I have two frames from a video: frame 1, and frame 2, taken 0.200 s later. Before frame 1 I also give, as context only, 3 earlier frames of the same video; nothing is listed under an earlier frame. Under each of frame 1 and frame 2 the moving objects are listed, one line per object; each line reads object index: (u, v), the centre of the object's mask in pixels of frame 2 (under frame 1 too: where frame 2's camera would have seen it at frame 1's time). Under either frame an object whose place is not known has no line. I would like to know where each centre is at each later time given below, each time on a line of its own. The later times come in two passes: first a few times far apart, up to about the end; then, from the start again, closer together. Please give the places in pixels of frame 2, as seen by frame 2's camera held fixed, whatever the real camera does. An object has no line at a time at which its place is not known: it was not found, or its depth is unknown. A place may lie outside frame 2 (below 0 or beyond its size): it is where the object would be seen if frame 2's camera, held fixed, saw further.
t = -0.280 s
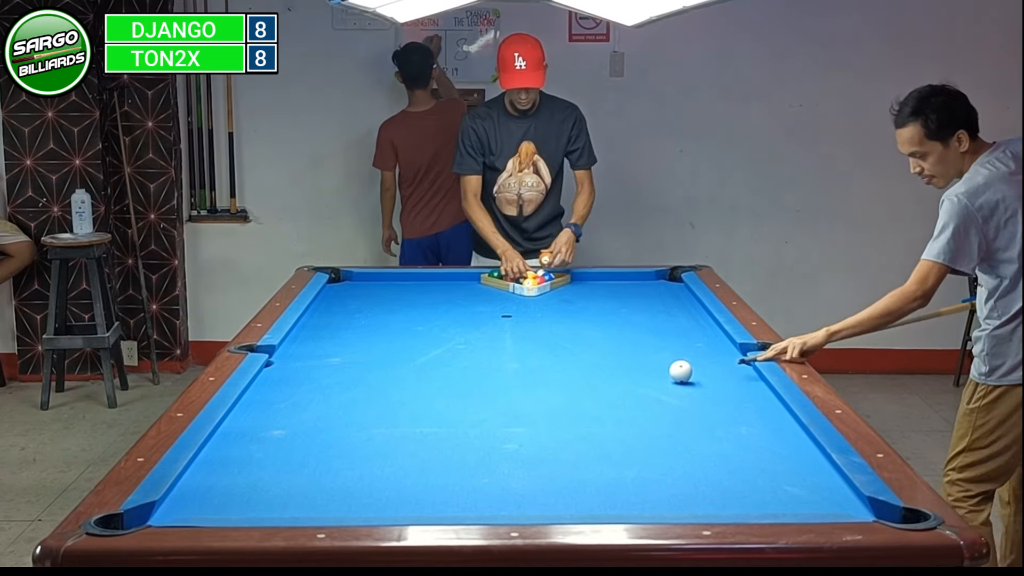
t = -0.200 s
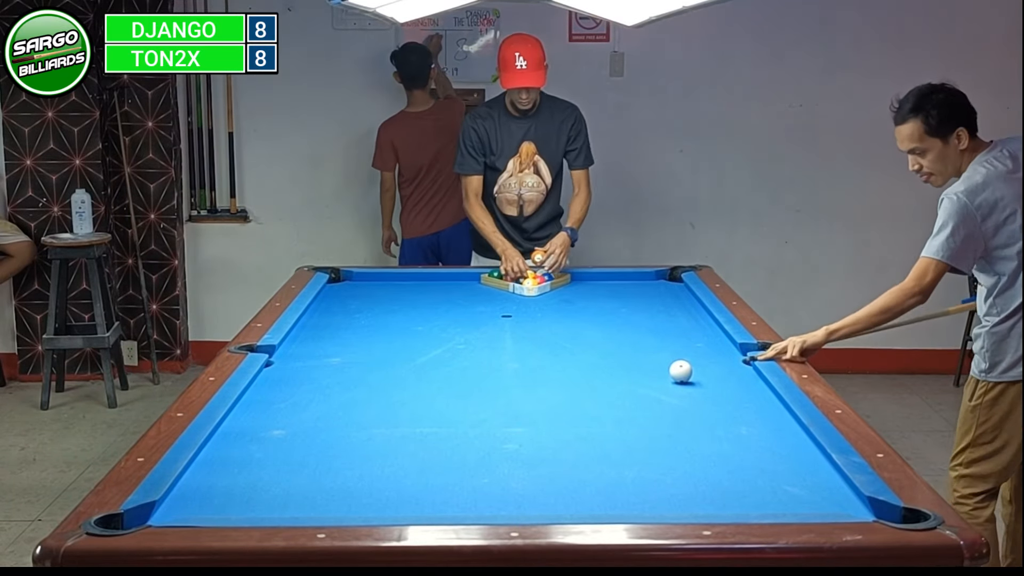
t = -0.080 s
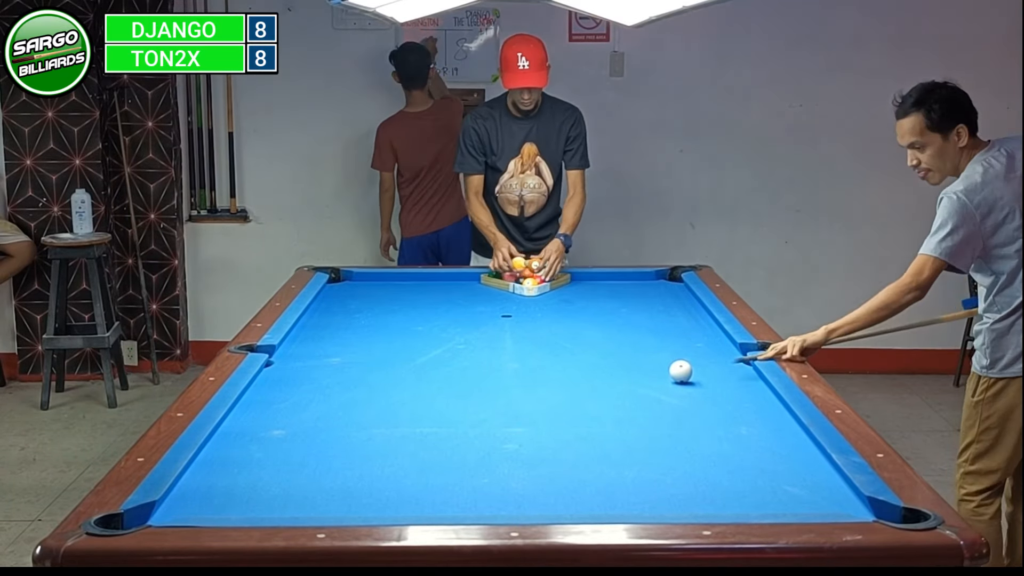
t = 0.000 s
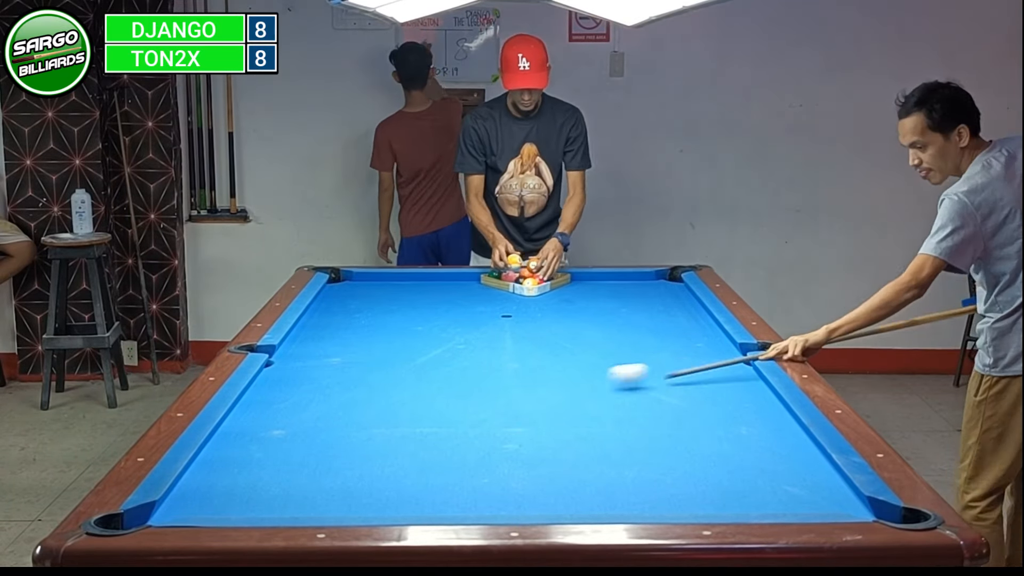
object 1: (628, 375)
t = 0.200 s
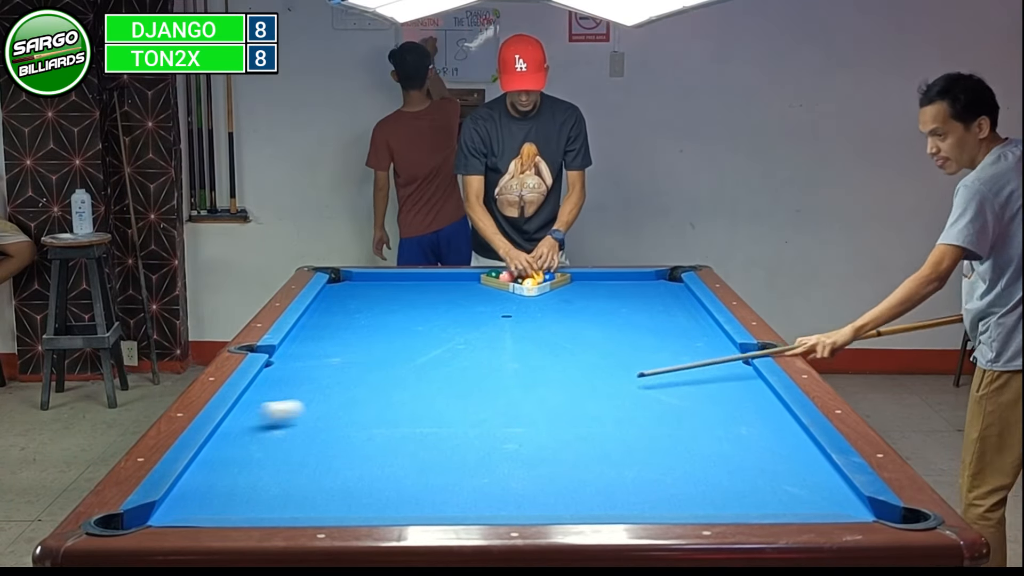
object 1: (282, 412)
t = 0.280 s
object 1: (295, 419)
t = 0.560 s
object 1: (582, 450)
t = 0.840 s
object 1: (796, 474)
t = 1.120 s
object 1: (640, 479)
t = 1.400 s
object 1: (517, 483)
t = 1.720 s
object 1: (371, 488)
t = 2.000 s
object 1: (242, 493)
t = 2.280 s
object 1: (215, 496)
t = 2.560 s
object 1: (270, 498)
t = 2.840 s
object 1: (326, 499)
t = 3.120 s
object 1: (376, 500)
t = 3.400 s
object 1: (426, 502)
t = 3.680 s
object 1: (473, 502)
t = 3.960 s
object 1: (513, 503)
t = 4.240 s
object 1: (553, 504)
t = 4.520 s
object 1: (589, 505)
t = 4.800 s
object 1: (620, 505)
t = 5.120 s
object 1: (652, 505)
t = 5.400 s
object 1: (676, 506)
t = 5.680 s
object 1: (695, 506)
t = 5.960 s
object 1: (709, 506)
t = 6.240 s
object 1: (719, 506)
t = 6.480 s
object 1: (723, 505)
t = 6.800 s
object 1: (726, 505)
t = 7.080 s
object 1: (726, 505)
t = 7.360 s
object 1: (726, 505)
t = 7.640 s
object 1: (726, 505)
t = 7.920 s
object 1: (726, 505)
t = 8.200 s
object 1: (726, 505)
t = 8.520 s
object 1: (726, 505)
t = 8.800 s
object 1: (726, 505)
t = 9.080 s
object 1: (726, 505)
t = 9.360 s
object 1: (726, 505)
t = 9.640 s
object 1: (726, 505)
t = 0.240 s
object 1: (241, 416)
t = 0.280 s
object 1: (295, 419)
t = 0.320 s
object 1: (333, 425)
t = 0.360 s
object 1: (388, 431)
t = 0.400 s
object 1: (425, 434)
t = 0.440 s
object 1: (460, 438)
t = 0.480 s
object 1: (514, 443)
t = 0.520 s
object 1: (548, 447)
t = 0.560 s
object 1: (582, 450)
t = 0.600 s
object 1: (633, 454)
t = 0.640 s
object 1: (667, 457)
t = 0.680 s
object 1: (720, 462)
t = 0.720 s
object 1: (755, 465)
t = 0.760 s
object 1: (791, 468)
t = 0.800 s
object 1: (820, 473)
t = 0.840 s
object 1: (796, 474)
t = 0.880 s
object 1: (773, 474)
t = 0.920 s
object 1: (741, 475)
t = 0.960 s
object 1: (722, 475)
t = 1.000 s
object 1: (695, 476)
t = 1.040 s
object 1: (679, 477)
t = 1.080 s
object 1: (664, 478)
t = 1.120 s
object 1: (640, 479)
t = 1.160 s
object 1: (625, 479)
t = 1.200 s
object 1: (609, 479)
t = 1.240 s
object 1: (586, 480)
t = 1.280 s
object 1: (570, 481)
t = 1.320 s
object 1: (547, 482)
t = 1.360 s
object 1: (532, 482)
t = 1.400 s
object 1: (517, 483)
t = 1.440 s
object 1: (494, 484)
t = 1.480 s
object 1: (478, 484)
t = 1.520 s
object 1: (462, 485)
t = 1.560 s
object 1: (439, 486)
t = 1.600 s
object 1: (424, 487)
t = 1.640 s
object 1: (401, 488)
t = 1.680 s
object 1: (386, 488)
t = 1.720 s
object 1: (371, 488)
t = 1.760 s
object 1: (348, 489)
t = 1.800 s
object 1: (333, 490)
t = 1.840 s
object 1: (317, 490)
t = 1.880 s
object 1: (295, 491)
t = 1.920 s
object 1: (280, 491)
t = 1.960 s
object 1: (257, 493)
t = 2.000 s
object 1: (242, 493)
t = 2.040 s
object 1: (227, 494)
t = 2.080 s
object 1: (205, 494)
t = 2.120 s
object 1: (190, 495)
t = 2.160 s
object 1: (183, 495)
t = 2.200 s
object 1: (197, 496)
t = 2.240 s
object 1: (204, 496)
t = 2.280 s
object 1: (215, 496)
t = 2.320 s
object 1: (222, 496)
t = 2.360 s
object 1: (229, 497)
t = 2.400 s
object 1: (240, 497)
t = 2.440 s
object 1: (247, 497)
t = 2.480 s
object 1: (254, 497)
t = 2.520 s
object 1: (264, 498)
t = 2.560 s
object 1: (270, 498)
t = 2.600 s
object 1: (281, 498)
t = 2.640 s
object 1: (288, 498)
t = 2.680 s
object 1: (294, 499)
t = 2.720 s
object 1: (304, 499)
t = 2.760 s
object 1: (311, 499)
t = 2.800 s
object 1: (317, 499)
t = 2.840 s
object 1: (326, 499)
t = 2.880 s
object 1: (333, 500)
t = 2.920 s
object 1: (342, 500)
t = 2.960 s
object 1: (349, 500)
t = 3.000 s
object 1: (355, 500)
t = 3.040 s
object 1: (364, 500)
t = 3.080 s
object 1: (370, 500)
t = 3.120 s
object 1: (376, 500)
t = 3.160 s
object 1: (386, 501)
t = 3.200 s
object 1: (391, 501)
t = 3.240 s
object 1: (401, 501)
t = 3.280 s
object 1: (406, 501)
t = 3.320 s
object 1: (412, 501)
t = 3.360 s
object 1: (421, 501)
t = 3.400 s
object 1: (426, 502)
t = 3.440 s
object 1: (432, 502)
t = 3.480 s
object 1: (440, 502)
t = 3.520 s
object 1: (446, 502)
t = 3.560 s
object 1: (454, 502)
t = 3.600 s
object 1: (460, 502)
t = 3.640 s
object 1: (465, 502)
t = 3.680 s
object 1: (473, 502)
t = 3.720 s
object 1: (478, 502)
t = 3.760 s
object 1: (483, 503)
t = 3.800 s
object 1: (491, 503)
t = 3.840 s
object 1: (496, 503)
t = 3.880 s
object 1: (504, 503)
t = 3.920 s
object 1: (508, 503)
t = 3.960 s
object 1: (513, 503)
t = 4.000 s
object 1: (521, 503)
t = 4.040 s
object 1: (525, 503)
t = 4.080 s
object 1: (530, 503)
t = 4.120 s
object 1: (537, 504)
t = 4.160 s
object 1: (542, 504)
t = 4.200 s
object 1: (549, 504)
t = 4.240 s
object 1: (553, 504)
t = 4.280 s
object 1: (558, 504)
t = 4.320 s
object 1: (564, 504)
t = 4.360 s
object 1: (569, 504)
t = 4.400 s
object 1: (573, 504)
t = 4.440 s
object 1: (579, 504)
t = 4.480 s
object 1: (583, 505)
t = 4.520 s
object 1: (589, 505)
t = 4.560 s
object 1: (594, 505)
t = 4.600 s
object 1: (597, 505)
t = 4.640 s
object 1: (603, 505)
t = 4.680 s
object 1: (607, 505)
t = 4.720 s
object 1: (611, 505)
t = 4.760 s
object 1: (616, 505)
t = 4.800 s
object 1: (620, 505)
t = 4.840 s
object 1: (625, 505)
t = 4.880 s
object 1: (629, 505)
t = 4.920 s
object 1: (632, 505)
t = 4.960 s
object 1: (637, 505)
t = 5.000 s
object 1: (640, 505)
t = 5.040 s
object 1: (644, 505)
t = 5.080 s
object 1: (649, 505)
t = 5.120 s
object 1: (652, 505)
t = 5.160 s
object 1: (656, 506)
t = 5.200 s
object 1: (659, 506)
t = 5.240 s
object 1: (662, 506)
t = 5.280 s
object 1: (666, 506)
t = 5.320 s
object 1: (669, 506)
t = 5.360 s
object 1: (672, 506)
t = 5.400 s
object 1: (676, 506)
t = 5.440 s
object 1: (679, 506)
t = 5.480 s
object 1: (682, 506)
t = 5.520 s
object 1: (685, 506)
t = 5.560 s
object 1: (687, 506)
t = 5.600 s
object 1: (691, 506)
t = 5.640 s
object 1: (693, 506)
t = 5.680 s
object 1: (695, 506)
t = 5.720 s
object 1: (698, 506)
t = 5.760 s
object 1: (700, 506)
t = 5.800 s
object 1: (702, 506)
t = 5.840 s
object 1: (704, 506)
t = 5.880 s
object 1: (705, 506)
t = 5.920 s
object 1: (707, 506)
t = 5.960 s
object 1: (709, 506)
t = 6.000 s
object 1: (710, 506)
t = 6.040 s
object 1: (712, 506)
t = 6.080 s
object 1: (713, 506)
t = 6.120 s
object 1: (715, 506)
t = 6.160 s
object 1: (716, 506)
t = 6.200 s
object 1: (717, 506)
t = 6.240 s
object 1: (719, 506)
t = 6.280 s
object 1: (719, 506)
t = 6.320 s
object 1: (720, 505)
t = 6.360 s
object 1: (721, 505)
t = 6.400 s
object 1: (722, 505)
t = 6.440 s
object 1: (723, 505)
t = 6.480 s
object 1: (723, 505)
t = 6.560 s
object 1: (725, 505)
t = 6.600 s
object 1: (725, 505)
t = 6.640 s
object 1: (725, 505)
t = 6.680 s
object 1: (726, 505)
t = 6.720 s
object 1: (726, 505)
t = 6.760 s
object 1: (726, 505)
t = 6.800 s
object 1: (726, 505)
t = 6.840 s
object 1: (726, 505)
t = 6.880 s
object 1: (726, 505)
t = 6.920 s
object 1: (726, 505)
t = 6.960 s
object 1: (726, 505)
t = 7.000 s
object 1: (726, 505)
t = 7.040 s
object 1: (726, 505)
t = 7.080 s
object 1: (726, 505)
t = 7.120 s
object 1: (726, 505)
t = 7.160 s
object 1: (726, 505)
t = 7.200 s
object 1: (726, 505)
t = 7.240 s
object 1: (726, 505)
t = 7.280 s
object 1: (726, 505)
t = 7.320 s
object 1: (726, 505)
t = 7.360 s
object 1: (726, 505)
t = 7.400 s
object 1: (725, 505)
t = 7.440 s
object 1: (726, 505)
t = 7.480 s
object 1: (726, 505)
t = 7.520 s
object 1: (726, 505)
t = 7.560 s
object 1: (726, 505)
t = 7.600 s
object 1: (726, 505)
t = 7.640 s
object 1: (726, 505)
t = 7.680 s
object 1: (726, 505)
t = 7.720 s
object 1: (726, 505)
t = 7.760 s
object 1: (726, 505)
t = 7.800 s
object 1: (726, 505)
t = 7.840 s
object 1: (726, 505)
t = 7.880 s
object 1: (726, 505)
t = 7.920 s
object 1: (726, 505)
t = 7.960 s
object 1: (726, 505)
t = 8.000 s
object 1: (725, 505)
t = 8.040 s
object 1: (726, 505)
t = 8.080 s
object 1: (726, 505)
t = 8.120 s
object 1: (725, 505)
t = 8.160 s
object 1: (726, 505)
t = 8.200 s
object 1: (726, 505)
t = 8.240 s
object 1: (726, 505)
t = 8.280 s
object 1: (726, 505)
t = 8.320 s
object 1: (726, 505)
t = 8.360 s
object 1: (726, 505)
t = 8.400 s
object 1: (726, 505)
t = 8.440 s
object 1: (726, 505)
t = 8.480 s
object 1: (726, 505)
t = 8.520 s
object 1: (726, 505)
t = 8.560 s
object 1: (726, 505)
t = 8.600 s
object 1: (726, 505)
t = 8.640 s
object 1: (726, 505)
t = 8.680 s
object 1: (726, 505)
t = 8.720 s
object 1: (726, 505)
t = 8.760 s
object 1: (726, 505)
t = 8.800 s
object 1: (726, 505)
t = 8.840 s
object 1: (726, 505)
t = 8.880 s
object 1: (726, 505)
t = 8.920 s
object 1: (726, 505)
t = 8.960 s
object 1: (726, 505)
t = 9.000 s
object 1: (726, 505)
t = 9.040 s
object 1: (726, 505)
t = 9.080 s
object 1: (726, 505)
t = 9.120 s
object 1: (726, 505)
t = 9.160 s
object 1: (726, 505)
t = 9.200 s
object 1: (726, 505)
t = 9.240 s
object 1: (726, 505)
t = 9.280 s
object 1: (726, 505)
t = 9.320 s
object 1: (726, 505)
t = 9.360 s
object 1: (726, 505)
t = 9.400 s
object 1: (726, 505)
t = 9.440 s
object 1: (726, 505)
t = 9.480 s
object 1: (726, 505)
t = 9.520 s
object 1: (726, 505)
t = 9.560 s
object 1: (726, 505)
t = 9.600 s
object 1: (726, 505)
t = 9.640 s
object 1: (726, 505)
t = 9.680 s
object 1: (726, 505)
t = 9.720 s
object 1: (726, 505)
